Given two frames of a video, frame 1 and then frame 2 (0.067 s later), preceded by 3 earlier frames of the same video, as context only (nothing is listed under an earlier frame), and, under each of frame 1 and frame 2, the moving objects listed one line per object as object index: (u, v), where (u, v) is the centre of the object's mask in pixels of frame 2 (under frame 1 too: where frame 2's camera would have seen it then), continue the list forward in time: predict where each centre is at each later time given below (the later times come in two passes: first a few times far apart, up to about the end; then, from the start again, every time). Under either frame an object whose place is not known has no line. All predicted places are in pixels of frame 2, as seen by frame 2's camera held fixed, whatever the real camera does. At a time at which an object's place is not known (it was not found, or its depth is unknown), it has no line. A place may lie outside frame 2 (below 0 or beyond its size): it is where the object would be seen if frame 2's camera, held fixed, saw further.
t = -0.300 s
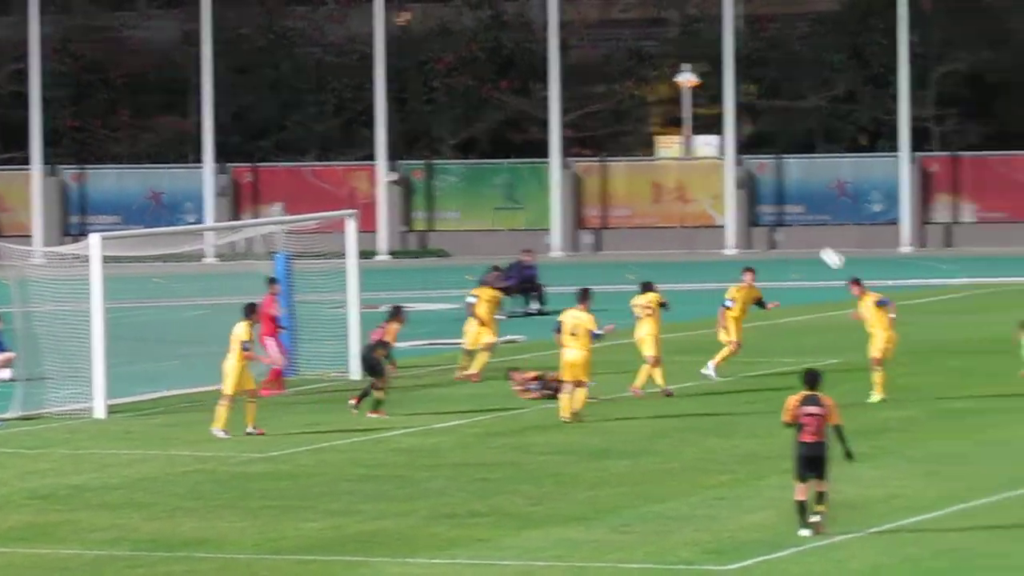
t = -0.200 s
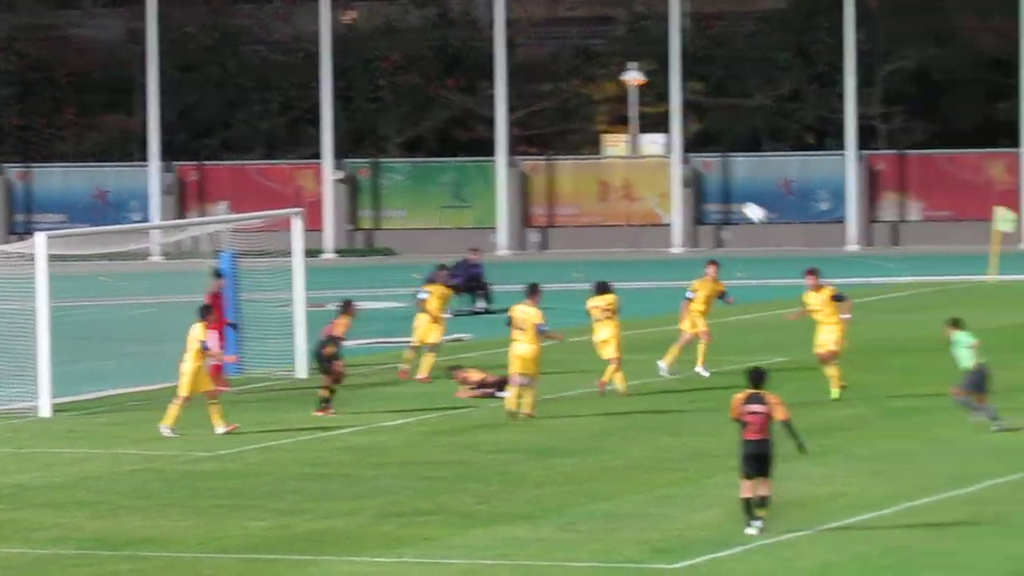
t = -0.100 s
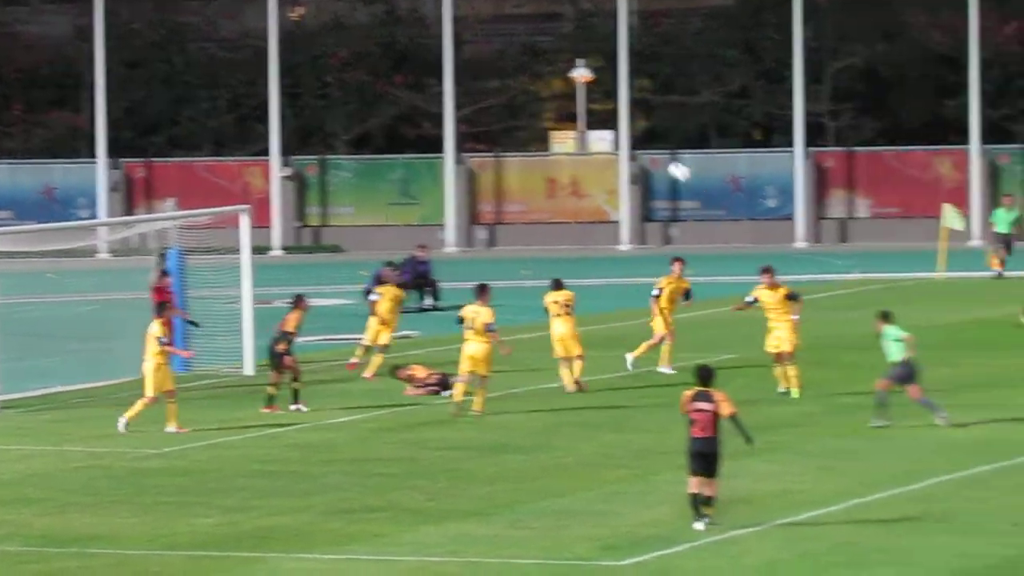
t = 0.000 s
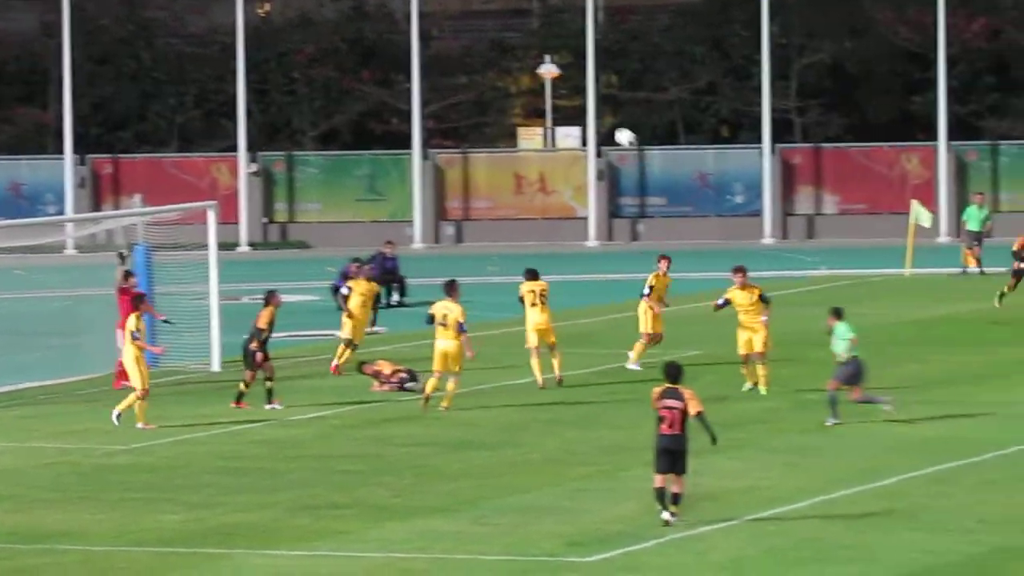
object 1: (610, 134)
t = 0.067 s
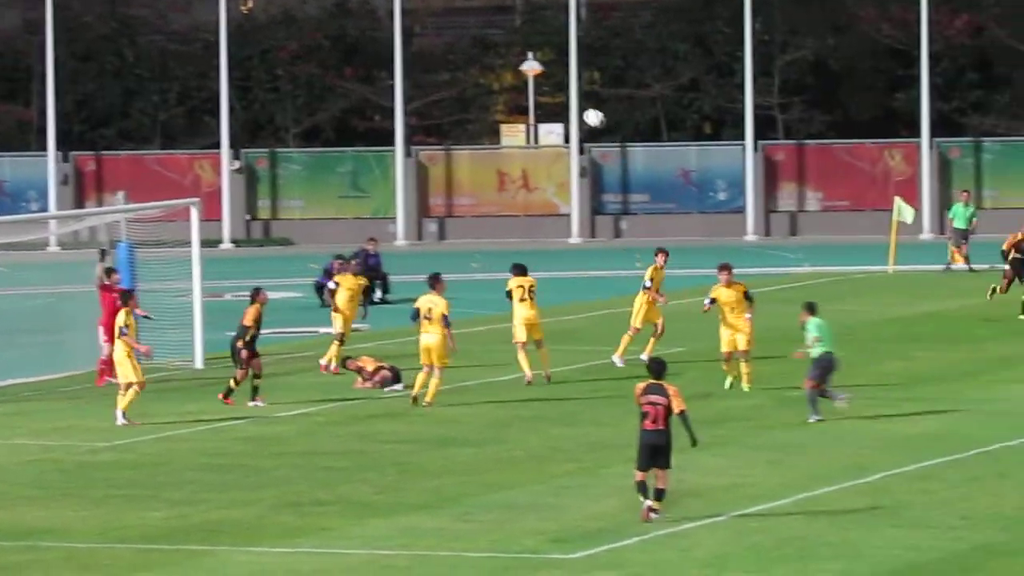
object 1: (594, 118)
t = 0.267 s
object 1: (550, 87)
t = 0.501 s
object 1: (507, 87)
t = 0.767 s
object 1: (466, 134)
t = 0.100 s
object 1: (586, 111)
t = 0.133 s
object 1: (579, 105)
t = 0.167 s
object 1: (570, 99)
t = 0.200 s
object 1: (562, 94)
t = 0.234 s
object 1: (556, 90)
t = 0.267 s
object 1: (550, 87)
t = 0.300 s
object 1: (543, 85)
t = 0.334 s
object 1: (537, 83)
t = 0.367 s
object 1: (531, 82)
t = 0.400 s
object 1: (525, 82)
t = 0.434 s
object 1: (518, 83)
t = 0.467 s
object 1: (513, 85)
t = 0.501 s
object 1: (507, 87)
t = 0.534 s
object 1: (502, 90)
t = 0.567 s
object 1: (496, 94)
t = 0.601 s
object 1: (491, 99)
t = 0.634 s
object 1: (486, 104)
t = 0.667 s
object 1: (481, 110)
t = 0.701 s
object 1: (475, 117)
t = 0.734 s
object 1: (470, 125)
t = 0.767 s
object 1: (466, 134)
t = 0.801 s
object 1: (461, 142)
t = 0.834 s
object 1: (455, 153)
